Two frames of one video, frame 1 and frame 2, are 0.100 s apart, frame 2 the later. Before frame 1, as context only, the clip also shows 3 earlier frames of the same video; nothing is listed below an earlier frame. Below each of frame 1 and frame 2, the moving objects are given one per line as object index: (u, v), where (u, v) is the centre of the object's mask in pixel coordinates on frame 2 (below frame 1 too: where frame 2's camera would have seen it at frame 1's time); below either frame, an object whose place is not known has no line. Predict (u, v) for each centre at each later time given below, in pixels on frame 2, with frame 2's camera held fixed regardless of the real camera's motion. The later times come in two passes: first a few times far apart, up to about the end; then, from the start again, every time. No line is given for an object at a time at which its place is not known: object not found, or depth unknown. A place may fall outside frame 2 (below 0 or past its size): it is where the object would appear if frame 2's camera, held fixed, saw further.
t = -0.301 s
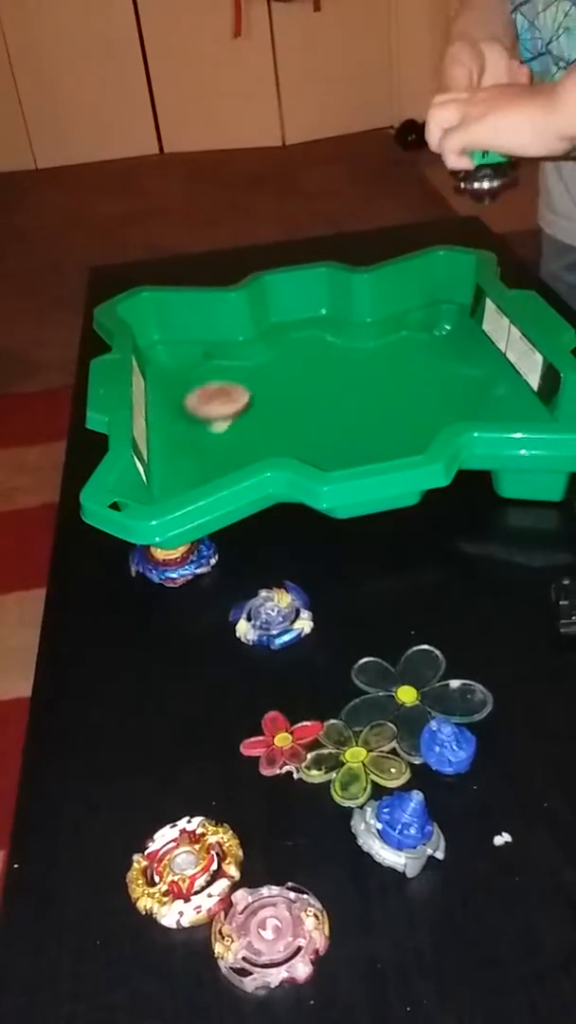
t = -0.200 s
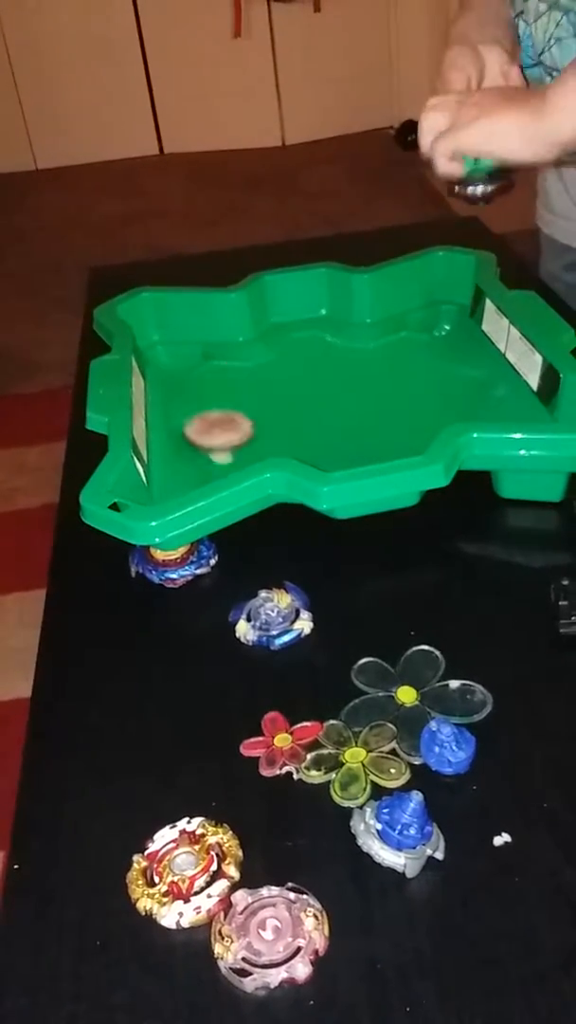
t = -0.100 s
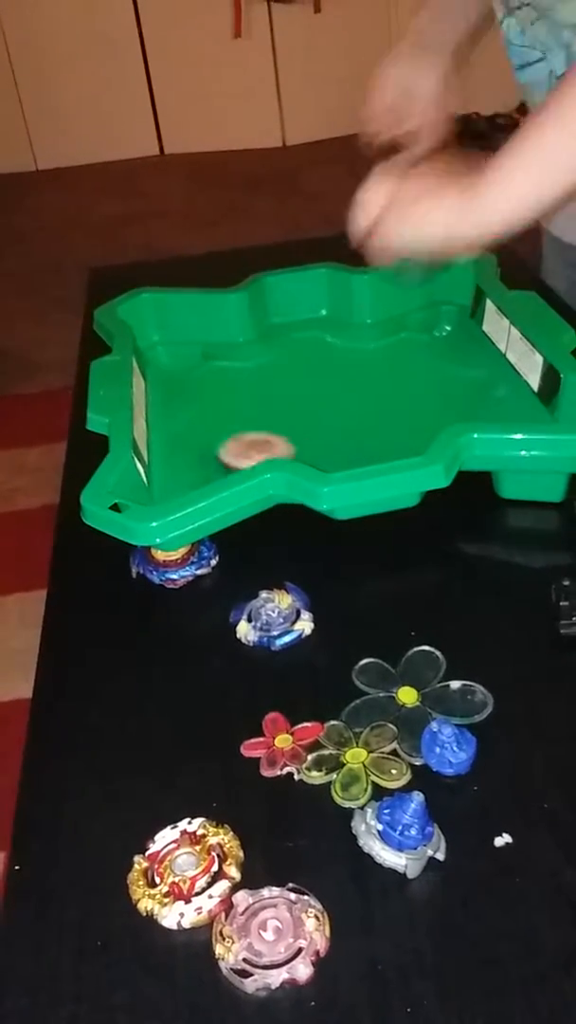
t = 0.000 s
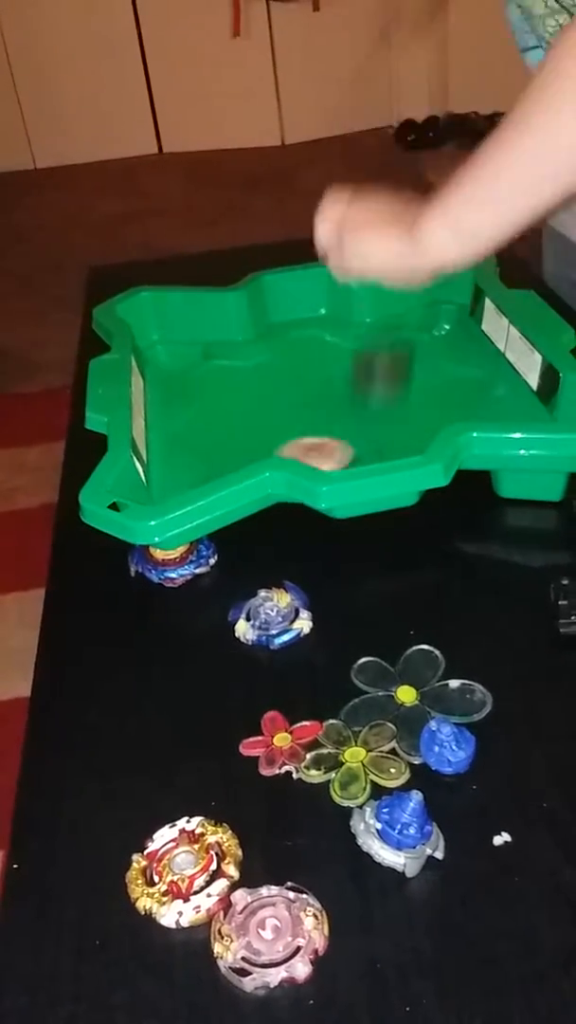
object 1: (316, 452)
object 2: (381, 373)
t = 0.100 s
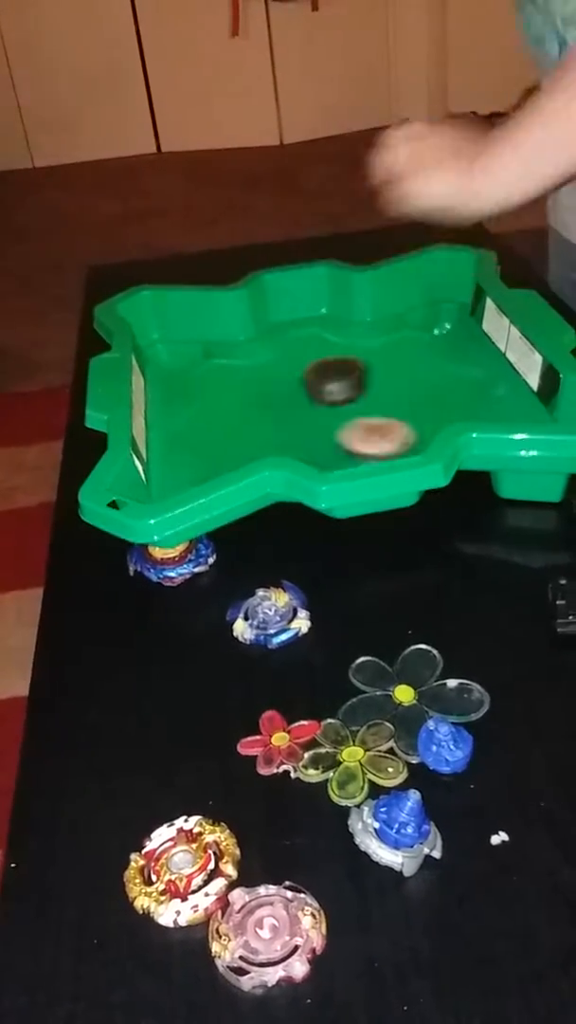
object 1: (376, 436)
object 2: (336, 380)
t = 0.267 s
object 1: (431, 404)
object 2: (270, 405)
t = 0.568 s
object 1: (362, 351)
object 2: (292, 324)
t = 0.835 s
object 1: (394, 376)
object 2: (324, 343)
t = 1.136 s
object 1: (416, 378)
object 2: (289, 411)
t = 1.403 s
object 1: (403, 391)
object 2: (200, 407)
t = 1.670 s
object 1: (371, 420)
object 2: (259, 396)
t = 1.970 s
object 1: (388, 444)
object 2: (302, 426)
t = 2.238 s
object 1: (406, 430)
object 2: (278, 443)
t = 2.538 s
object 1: (323, 419)
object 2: (258, 435)
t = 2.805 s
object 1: (302, 395)
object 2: (242, 415)
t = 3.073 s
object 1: (296, 362)
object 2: (258, 423)
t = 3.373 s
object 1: (268, 365)
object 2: (307, 440)
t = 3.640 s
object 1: (323, 395)
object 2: (343, 449)
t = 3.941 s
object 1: (405, 384)
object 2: (339, 450)
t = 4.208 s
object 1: (424, 364)
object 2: (341, 422)
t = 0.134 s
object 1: (395, 436)
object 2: (320, 392)
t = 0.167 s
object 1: (407, 430)
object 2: (307, 412)
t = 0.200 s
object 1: (418, 420)
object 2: (294, 411)
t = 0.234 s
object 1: (426, 412)
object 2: (281, 408)
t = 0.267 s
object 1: (431, 404)
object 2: (270, 405)
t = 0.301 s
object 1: (432, 394)
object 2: (262, 399)
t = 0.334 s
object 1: (429, 385)
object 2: (256, 393)
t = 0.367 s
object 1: (423, 376)
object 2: (254, 385)
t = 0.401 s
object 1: (414, 368)
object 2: (256, 376)
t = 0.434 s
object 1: (402, 361)
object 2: (261, 366)
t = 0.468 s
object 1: (388, 355)
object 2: (270, 356)
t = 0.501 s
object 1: (373, 351)
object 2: (282, 347)
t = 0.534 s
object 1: (357, 348)
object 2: (297, 338)
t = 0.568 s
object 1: (362, 351)
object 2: (292, 324)
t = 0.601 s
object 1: (376, 355)
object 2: (291, 312)
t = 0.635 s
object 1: (386, 359)
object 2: (293, 310)
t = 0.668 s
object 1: (392, 364)
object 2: (295, 311)
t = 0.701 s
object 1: (395, 368)
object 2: (296, 313)
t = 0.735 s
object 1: (396, 372)
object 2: (300, 321)
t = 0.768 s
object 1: (396, 374)
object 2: (306, 328)
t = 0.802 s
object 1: (395, 376)
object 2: (315, 336)
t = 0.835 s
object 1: (394, 376)
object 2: (324, 343)
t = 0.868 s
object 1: (393, 376)
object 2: (333, 352)
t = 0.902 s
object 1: (394, 376)
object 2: (338, 361)
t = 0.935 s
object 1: (399, 377)
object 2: (337, 369)
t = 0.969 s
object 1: (404, 377)
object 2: (332, 377)
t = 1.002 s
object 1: (408, 377)
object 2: (326, 384)
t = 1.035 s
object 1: (411, 377)
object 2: (319, 392)
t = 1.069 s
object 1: (414, 378)
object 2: (310, 400)
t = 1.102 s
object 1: (415, 377)
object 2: (300, 406)
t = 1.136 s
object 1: (416, 378)
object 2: (289, 411)
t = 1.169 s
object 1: (416, 379)
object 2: (277, 415)
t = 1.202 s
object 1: (416, 379)
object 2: (264, 418)
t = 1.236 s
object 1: (415, 380)
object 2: (250, 420)
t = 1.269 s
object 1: (414, 381)
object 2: (238, 419)
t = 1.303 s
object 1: (413, 383)
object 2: (226, 418)
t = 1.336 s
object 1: (410, 385)
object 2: (215, 416)
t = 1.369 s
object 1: (407, 388)
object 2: (206, 412)
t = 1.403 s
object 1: (403, 391)
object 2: (200, 407)
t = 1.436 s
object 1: (399, 394)
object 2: (196, 402)
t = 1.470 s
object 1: (395, 397)
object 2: (196, 397)
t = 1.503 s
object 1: (391, 401)
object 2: (203, 394)
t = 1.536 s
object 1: (386, 405)
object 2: (212, 393)
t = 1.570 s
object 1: (382, 409)
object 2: (223, 392)
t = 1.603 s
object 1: (378, 412)
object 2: (235, 392)
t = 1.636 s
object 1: (375, 416)
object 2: (246, 393)
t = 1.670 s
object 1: (371, 420)
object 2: (259, 396)
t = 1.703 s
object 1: (368, 423)
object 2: (271, 399)
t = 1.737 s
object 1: (365, 427)
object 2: (282, 403)
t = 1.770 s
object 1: (362, 430)
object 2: (292, 408)
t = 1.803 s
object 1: (360, 433)
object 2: (301, 413)
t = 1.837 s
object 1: (359, 435)
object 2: (308, 416)
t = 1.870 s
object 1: (366, 439)
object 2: (308, 419)
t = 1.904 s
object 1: (374, 442)
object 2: (305, 421)
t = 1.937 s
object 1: (381, 443)
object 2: (303, 423)
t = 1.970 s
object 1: (388, 444)
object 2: (302, 426)
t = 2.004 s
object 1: (393, 443)
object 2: (301, 429)
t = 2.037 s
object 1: (397, 443)
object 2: (301, 432)
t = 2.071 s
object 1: (401, 442)
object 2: (300, 435)
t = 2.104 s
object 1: (404, 440)
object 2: (298, 438)
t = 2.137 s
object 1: (407, 438)
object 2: (295, 440)
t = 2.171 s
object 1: (408, 436)
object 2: (290, 442)
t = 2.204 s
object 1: (408, 433)
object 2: (285, 443)
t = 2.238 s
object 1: (406, 430)
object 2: (278, 443)
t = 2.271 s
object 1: (400, 428)
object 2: (272, 444)
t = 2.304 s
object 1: (392, 426)
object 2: (266, 444)
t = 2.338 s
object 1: (383, 424)
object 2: (261, 444)
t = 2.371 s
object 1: (373, 423)
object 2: (258, 443)
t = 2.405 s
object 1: (363, 422)
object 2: (256, 442)
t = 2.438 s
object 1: (351, 421)
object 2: (256, 441)
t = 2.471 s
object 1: (339, 421)
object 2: (258, 439)
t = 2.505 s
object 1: (328, 420)
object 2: (260, 436)
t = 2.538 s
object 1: (323, 419)
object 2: (258, 435)
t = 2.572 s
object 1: (320, 416)
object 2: (254, 433)
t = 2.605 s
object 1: (315, 414)
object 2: (250, 430)
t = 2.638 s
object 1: (312, 411)
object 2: (247, 427)
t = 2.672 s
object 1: (310, 407)
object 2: (242, 425)
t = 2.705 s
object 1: (310, 404)
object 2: (239, 423)
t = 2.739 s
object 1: (307, 401)
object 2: (238, 420)
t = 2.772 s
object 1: (303, 398)
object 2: (241, 417)
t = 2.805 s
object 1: (302, 395)
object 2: (242, 415)
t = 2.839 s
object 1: (302, 391)
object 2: (243, 413)
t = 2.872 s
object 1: (300, 388)
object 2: (246, 412)
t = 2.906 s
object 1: (300, 384)
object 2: (248, 413)
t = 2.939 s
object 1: (303, 377)
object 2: (247, 416)
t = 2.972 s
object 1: (303, 372)
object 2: (248, 418)
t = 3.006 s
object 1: (302, 368)
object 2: (250, 420)
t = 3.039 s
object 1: (299, 365)
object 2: (254, 422)
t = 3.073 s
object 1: (296, 362)
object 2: (258, 423)
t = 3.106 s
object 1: (292, 360)
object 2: (264, 425)
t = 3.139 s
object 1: (289, 358)
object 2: (269, 427)
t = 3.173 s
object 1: (285, 356)
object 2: (274, 429)
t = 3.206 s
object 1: (282, 355)
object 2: (280, 431)
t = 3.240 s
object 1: (278, 356)
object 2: (285, 433)
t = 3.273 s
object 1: (274, 357)
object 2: (290, 434)
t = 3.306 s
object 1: (271, 359)
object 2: (296, 436)
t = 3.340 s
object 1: (269, 362)
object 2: (301, 438)
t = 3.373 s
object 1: (268, 365)
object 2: (307, 440)
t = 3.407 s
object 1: (270, 370)
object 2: (312, 442)
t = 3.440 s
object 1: (274, 375)
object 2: (316, 443)
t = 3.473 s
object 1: (279, 380)
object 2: (321, 445)
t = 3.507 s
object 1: (286, 384)
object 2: (325, 447)
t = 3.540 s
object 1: (294, 388)
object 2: (329, 448)
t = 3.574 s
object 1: (303, 391)
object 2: (333, 448)
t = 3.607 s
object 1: (313, 393)
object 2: (338, 448)
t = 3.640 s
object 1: (323, 395)
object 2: (343, 449)
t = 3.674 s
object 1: (333, 395)
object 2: (348, 449)
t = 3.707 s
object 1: (344, 396)
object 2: (350, 449)
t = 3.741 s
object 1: (354, 396)
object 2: (351, 449)
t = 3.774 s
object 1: (363, 395)
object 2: (351, 450)
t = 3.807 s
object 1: (373, 393)
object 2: (349, 451)
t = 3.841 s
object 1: (382, 391)
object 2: (347, 451)
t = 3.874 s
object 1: (390, 389)
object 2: (345, 451)
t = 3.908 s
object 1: (398, 387)
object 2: (343, 450)
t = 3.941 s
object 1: (405, 384)
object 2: (339, 450)
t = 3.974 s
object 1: (411, 381)
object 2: (335, 450)
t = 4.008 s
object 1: (416, 378)
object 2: (332, 449)
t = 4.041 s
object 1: (421, 375)
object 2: (331, 447)
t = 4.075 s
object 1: (424, 372)
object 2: (330, 443)
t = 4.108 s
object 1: (426, 370)
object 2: (331, 438)
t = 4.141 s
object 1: (426, 367)
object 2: (334, 433)
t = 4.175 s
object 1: (426, 365)
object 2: (337, 428)
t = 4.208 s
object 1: (424, 364)
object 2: (341, 422)
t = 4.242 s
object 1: (421, 364)
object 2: (346, 417)
